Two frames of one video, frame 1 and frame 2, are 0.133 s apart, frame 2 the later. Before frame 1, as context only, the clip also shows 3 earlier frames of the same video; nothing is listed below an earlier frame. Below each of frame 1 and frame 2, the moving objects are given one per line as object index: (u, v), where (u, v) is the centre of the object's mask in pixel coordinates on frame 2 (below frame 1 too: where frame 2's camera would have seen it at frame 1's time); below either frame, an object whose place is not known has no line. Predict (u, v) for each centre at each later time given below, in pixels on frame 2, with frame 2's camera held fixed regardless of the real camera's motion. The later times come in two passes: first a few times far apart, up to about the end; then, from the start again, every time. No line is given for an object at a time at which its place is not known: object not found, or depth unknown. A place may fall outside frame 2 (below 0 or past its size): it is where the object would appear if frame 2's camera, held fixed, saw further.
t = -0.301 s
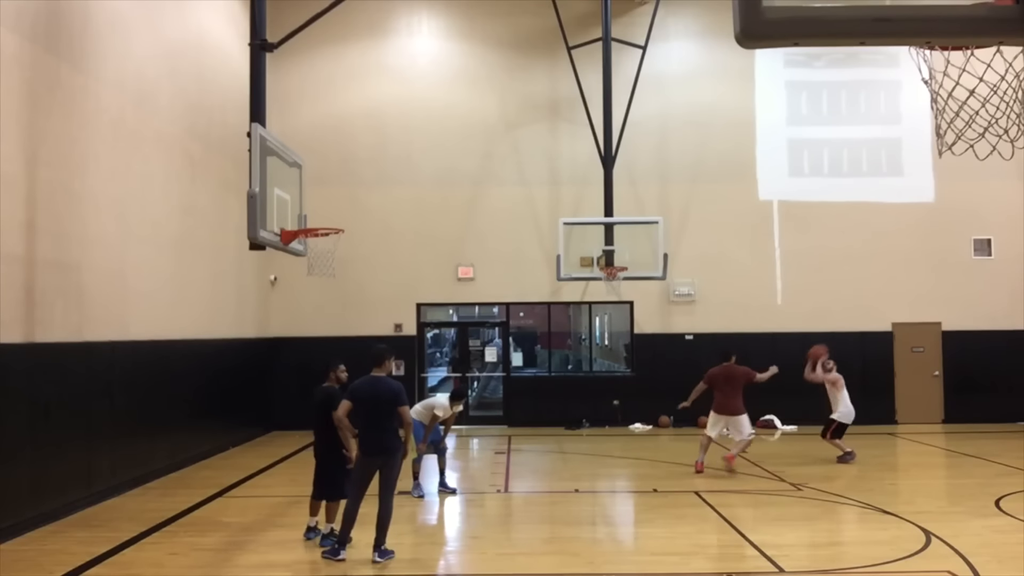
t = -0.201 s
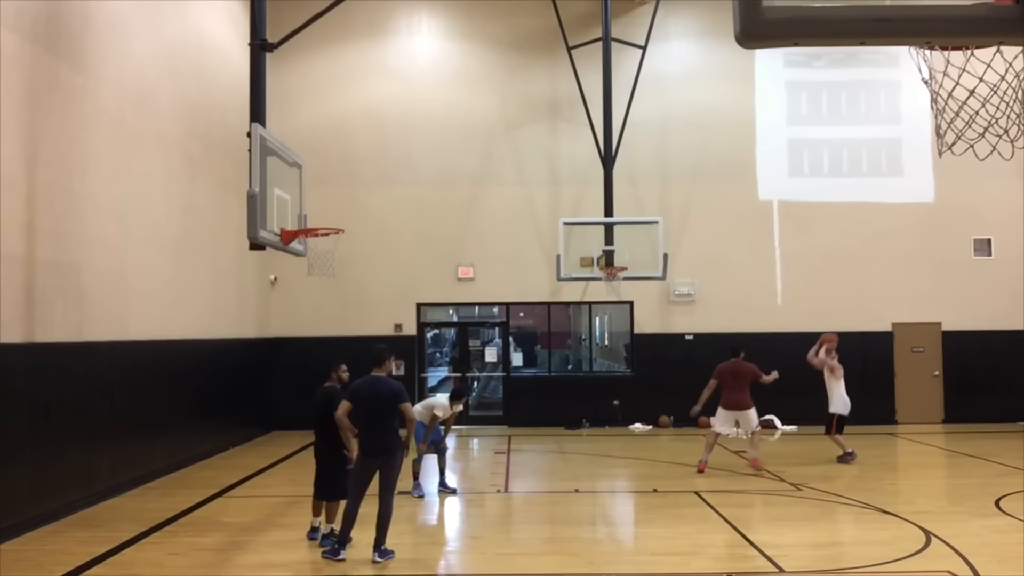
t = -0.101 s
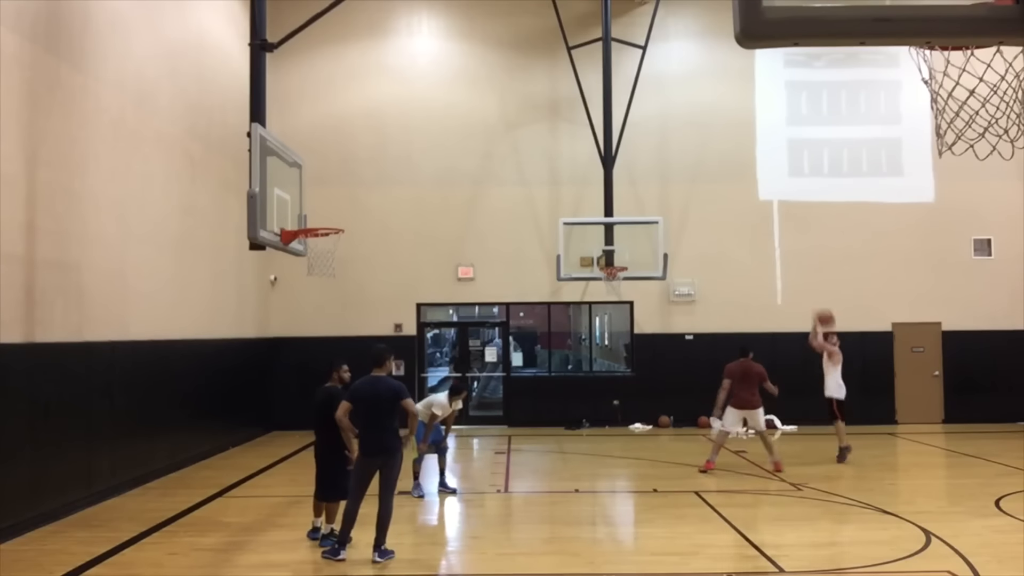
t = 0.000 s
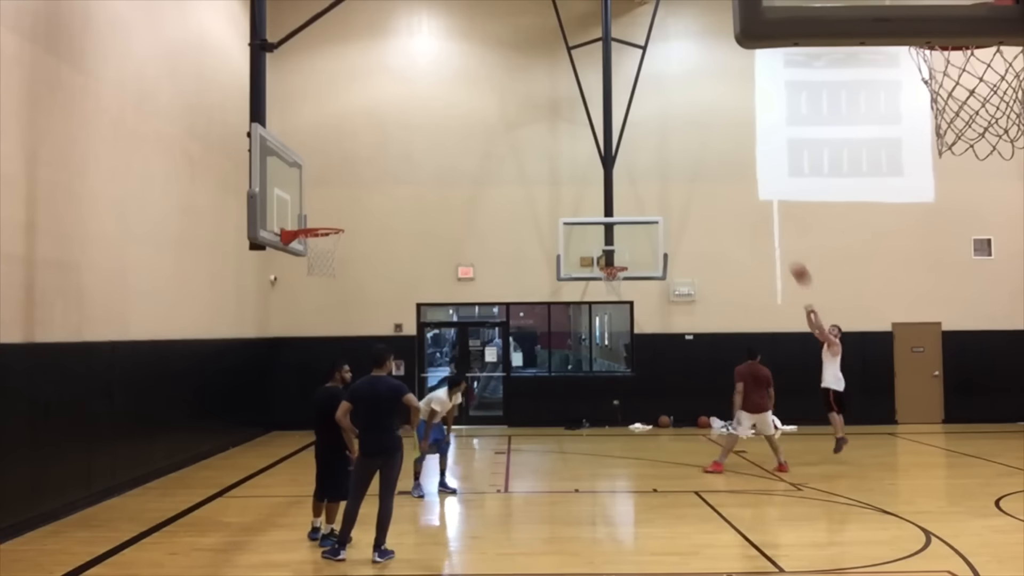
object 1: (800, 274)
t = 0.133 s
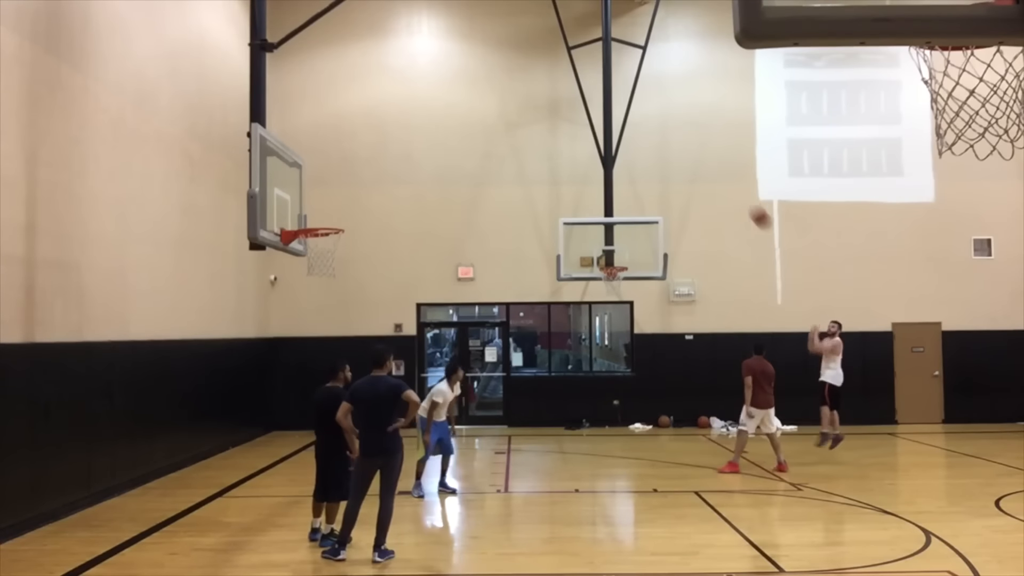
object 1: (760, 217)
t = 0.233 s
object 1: (729, 181)
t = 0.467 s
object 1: (652, 118)
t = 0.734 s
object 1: (556, 92)
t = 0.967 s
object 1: (463, 113)
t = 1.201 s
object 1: (357, 184)
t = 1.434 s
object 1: (323, 223)
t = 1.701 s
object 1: (304, 213)
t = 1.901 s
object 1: (332, 242)
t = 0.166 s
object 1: (750, 205)
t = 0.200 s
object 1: (739, 192)
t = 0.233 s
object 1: (729, 181)
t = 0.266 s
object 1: (718, 171)
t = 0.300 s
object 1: (708, 160)
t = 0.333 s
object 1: (697, 151)
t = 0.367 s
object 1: (686, 141)
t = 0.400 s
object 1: (674, 133)
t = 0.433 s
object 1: (664, 125)
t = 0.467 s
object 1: (652, 118)
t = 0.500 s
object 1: (641, 113)
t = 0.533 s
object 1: (630, 107)
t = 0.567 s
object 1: (618, 102)
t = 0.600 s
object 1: (606, 98)
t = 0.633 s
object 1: (594, 96)
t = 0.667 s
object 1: (582, 94)
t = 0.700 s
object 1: (568, 92)
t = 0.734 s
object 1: (556, 92)
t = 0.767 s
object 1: (544, 92)
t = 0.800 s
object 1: (530, 93)
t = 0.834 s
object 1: (518, 95)
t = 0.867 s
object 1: (504, 98)
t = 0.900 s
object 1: (490, 102)
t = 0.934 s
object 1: (476, 107)
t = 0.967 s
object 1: (463, 113)
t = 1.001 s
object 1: (448, 120)
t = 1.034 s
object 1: (434, 128)
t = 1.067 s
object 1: (419, 137)
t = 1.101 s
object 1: (404, 147)
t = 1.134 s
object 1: (388, 159)
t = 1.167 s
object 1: (372, 171)
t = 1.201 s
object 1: (357, 184)
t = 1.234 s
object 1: (341, 199)
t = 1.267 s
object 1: (324, 214)
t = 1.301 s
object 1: (314, 228)
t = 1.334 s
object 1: (316, 231)
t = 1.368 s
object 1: (324, 230)
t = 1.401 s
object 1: (331, 228)
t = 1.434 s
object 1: (323, 223)
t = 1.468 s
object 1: (314, 221)
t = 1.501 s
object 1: (309, 218)
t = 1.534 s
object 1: (306, 216)
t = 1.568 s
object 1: (303, 213)
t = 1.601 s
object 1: (301, 212)
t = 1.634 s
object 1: (298, 212)
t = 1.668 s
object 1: (299, 212)
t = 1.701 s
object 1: (304, 213)
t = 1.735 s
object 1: (308, 215)
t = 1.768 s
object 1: (313, 218)
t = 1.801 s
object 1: (318, 220)
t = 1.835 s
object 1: (323, 223)
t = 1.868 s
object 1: (327, 233)
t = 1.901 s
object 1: (332, 242)
